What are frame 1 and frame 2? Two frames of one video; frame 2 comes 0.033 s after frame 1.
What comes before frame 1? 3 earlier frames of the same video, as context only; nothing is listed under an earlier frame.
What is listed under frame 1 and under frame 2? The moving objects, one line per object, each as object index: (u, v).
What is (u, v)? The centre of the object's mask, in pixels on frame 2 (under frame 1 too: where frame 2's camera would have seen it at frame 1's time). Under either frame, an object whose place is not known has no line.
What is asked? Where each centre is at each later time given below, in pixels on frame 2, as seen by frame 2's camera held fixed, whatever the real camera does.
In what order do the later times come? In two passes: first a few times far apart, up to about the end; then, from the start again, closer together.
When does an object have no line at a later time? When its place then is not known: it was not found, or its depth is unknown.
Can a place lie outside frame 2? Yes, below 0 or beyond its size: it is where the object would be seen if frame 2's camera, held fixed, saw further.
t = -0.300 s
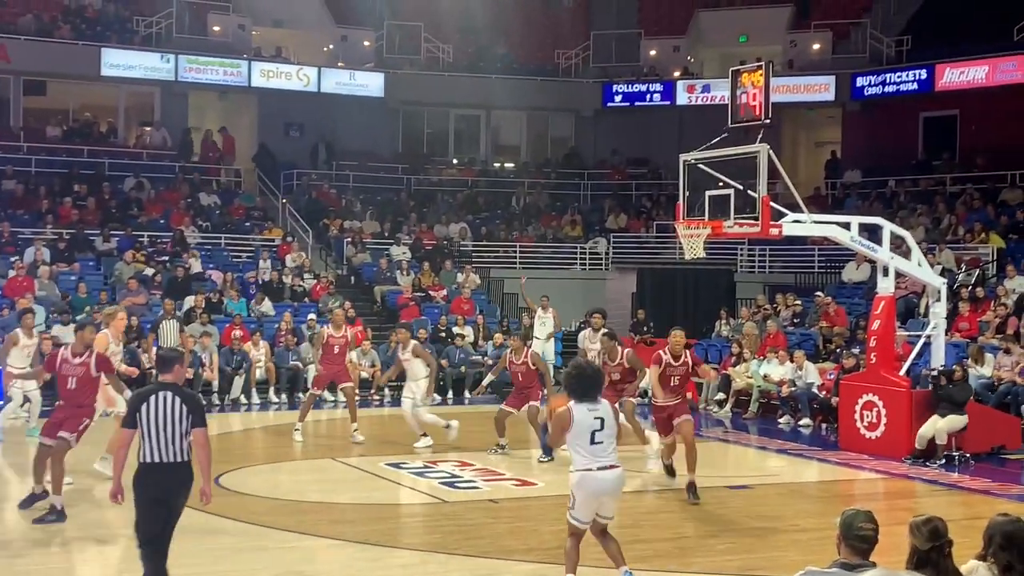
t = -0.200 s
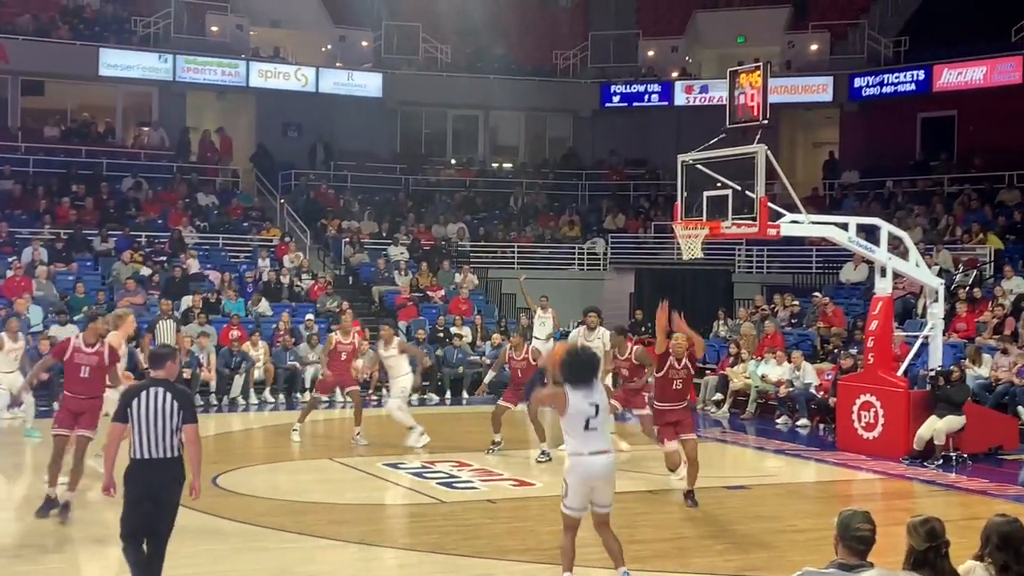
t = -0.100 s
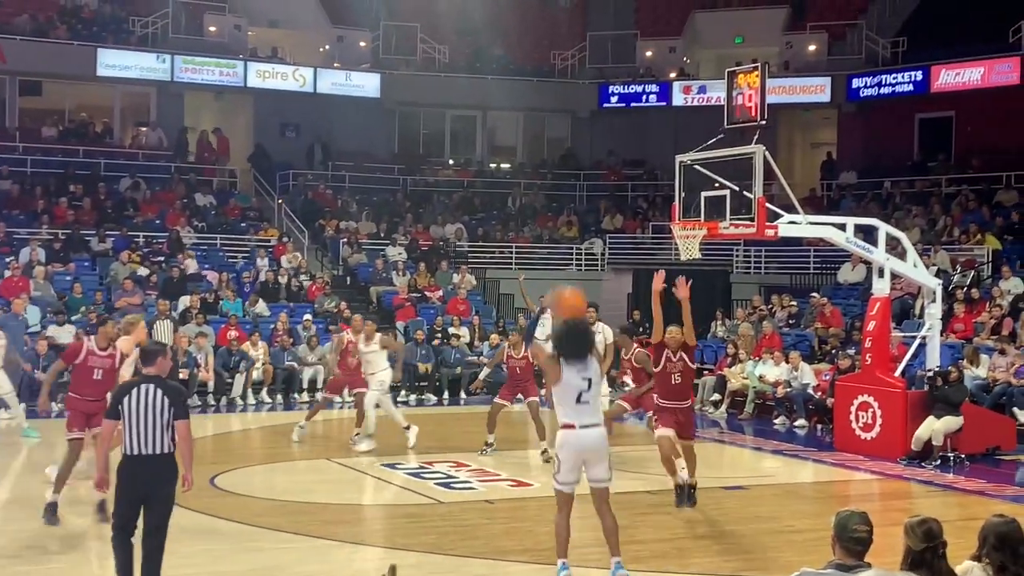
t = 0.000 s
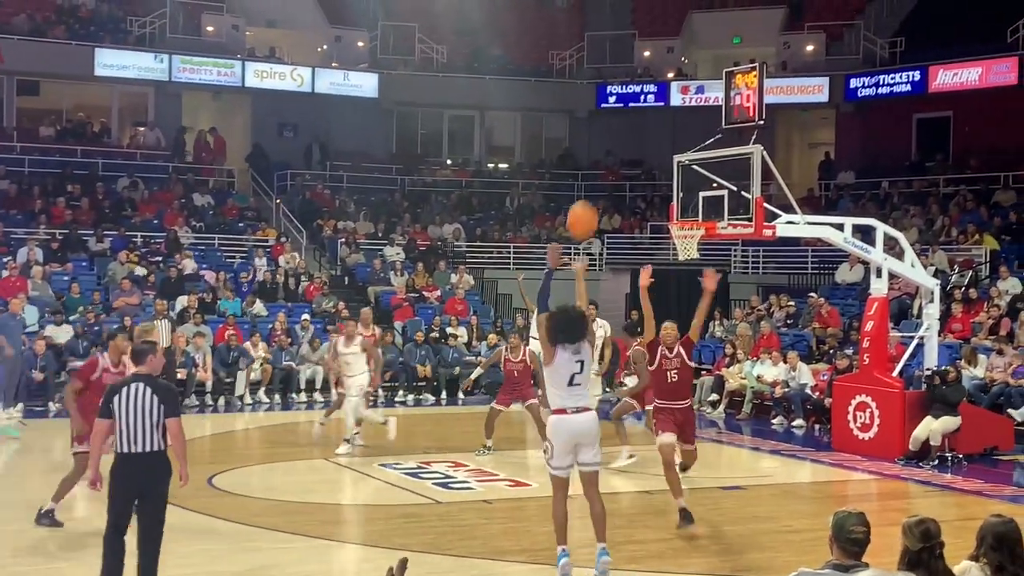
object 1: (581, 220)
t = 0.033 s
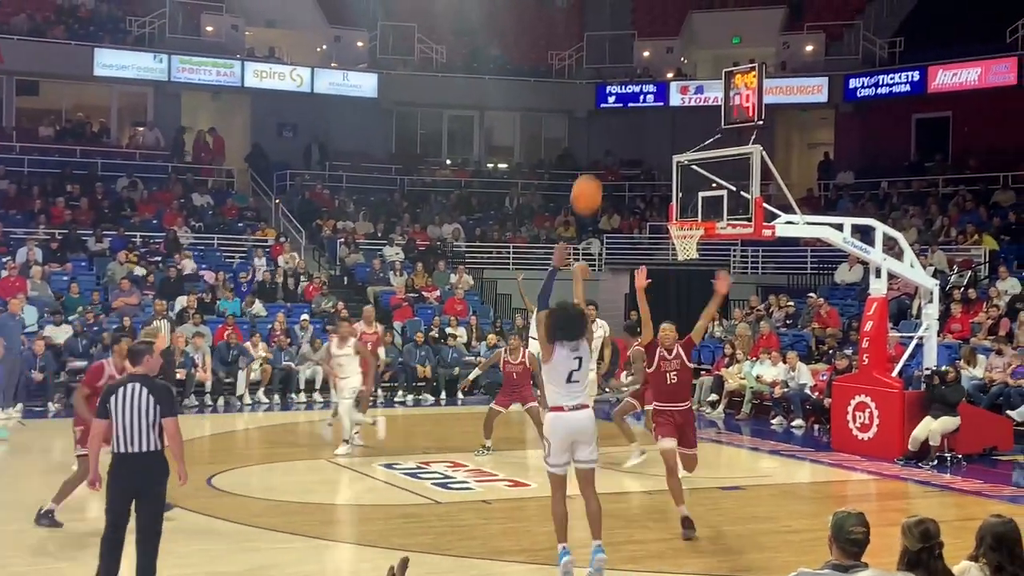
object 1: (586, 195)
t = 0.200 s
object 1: (609, 95)
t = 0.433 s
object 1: (636, 29)
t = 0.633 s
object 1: (655, 23)
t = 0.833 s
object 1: (671, 53)
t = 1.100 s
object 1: (687, 137)
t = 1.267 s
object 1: (696, 208)
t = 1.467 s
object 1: (700, 238)
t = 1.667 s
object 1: (693, 250)
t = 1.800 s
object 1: (683, 267)
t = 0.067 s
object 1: (591, 171)
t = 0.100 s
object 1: (596, 149)
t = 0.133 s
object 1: (600, 129)
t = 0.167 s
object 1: (605, 111)
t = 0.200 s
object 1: (609, 95)
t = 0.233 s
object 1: (613, 80)
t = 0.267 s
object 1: (618, 68)
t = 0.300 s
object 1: (622, 58)
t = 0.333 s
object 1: (625, 48)
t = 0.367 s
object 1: (630, 41)
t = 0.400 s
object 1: (633, 34)
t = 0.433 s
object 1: (636, 29)
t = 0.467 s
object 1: (640, 25)
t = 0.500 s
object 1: (643, 23)
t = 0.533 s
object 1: (646, 21)
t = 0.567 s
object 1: (649, 21)
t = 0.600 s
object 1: (652, 21)
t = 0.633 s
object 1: (655, 23)
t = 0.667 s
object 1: (658, 26)
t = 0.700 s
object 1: (661, 29)
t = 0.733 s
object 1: (663, 34)
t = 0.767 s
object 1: (666, 39)
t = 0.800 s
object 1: (668, 46)
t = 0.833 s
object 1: (671, 53)
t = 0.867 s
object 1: (673, 61)
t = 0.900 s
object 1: (675, 70)
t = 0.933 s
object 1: (677, 79)
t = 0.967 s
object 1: (679, 89)
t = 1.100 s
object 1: (687, 137)
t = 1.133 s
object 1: (689, 149)
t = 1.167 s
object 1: (690, 165)
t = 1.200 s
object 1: (692, 179)
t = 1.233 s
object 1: (694, 193)
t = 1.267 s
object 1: (696, 208)
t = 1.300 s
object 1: (694, 217)
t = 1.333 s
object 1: (681, 222)
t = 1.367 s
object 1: (683, 223)
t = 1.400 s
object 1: (693, 229)
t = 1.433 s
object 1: (696, 234)
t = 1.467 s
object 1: (700, 238)
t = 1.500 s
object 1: (702, 243)
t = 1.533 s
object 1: (701, 245)
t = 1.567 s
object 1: (698, 248)
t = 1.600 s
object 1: (696, 247)
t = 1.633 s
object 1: (694, 248)
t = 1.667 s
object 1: (693, 250)
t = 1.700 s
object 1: (690, 253)
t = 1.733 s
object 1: (688, 256)
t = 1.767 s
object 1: (685, 261)
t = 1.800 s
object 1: (683, 267)
